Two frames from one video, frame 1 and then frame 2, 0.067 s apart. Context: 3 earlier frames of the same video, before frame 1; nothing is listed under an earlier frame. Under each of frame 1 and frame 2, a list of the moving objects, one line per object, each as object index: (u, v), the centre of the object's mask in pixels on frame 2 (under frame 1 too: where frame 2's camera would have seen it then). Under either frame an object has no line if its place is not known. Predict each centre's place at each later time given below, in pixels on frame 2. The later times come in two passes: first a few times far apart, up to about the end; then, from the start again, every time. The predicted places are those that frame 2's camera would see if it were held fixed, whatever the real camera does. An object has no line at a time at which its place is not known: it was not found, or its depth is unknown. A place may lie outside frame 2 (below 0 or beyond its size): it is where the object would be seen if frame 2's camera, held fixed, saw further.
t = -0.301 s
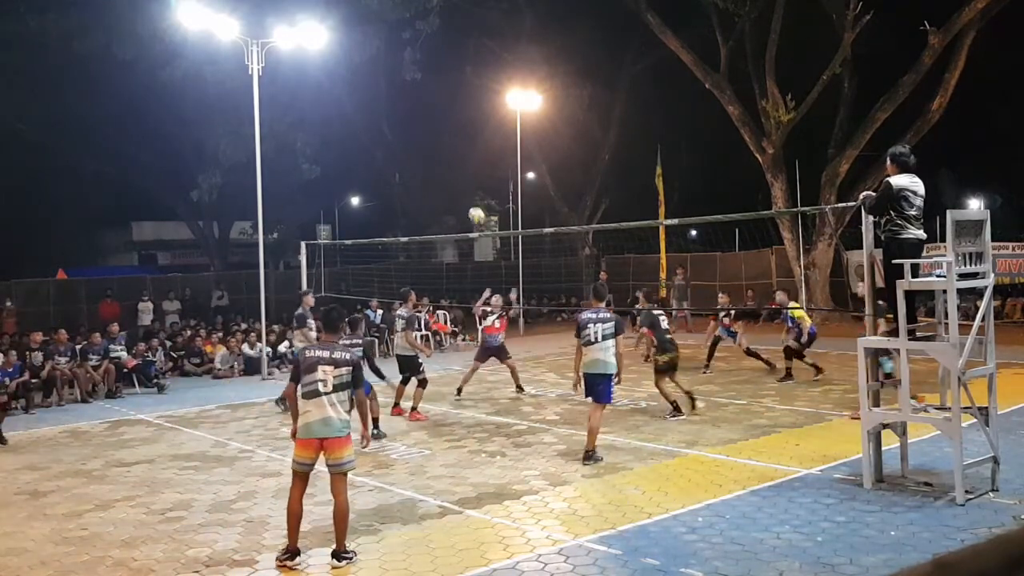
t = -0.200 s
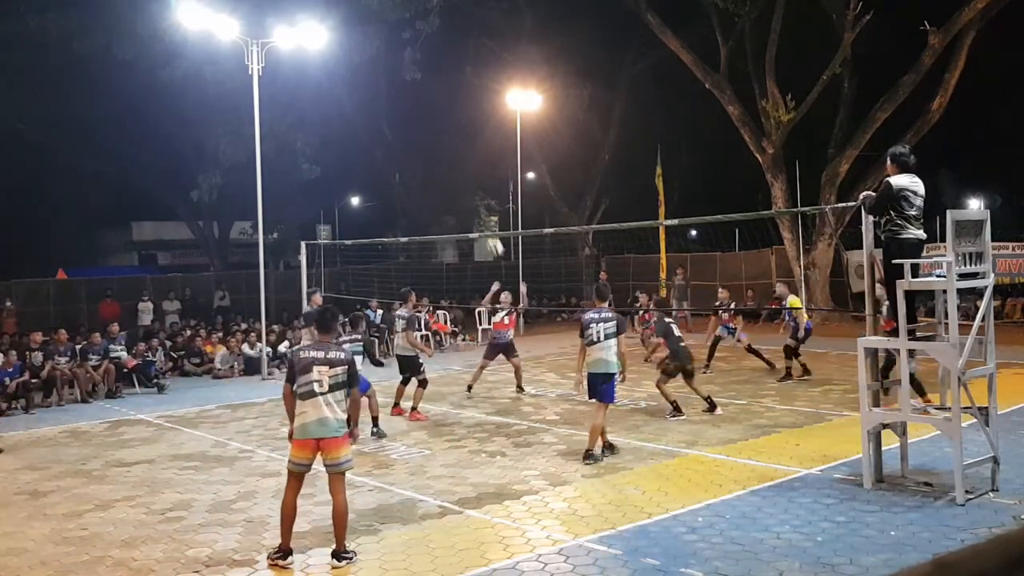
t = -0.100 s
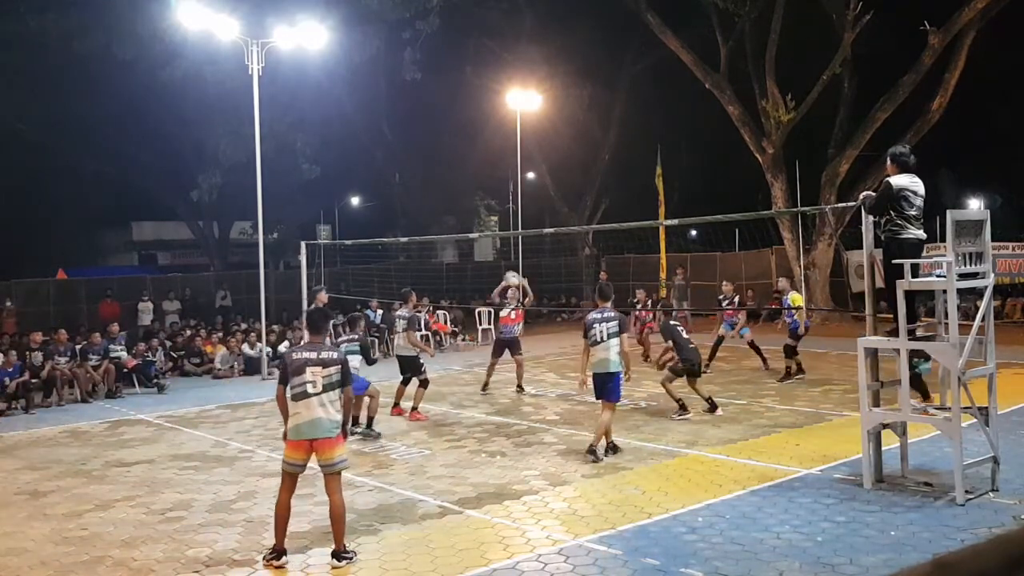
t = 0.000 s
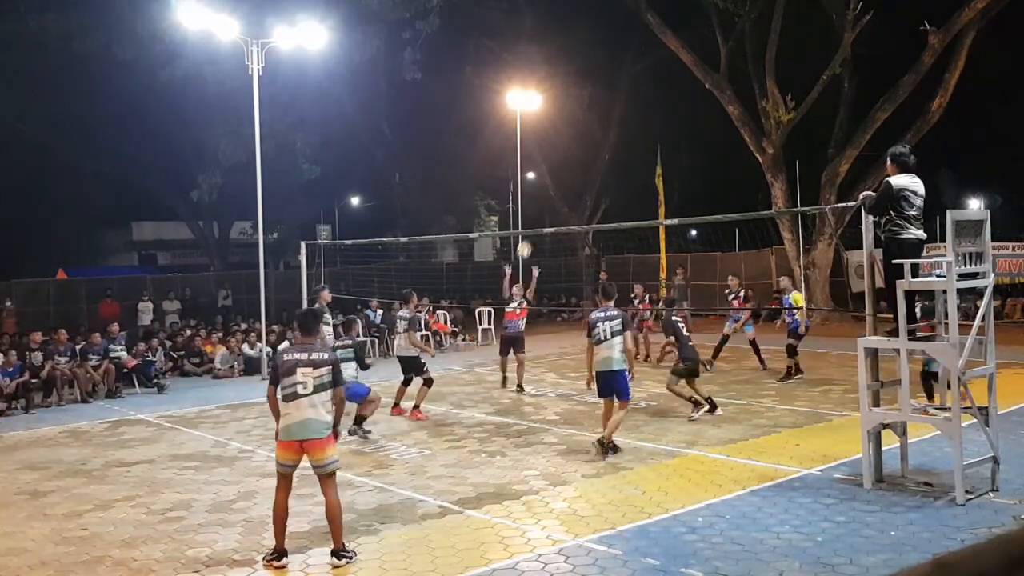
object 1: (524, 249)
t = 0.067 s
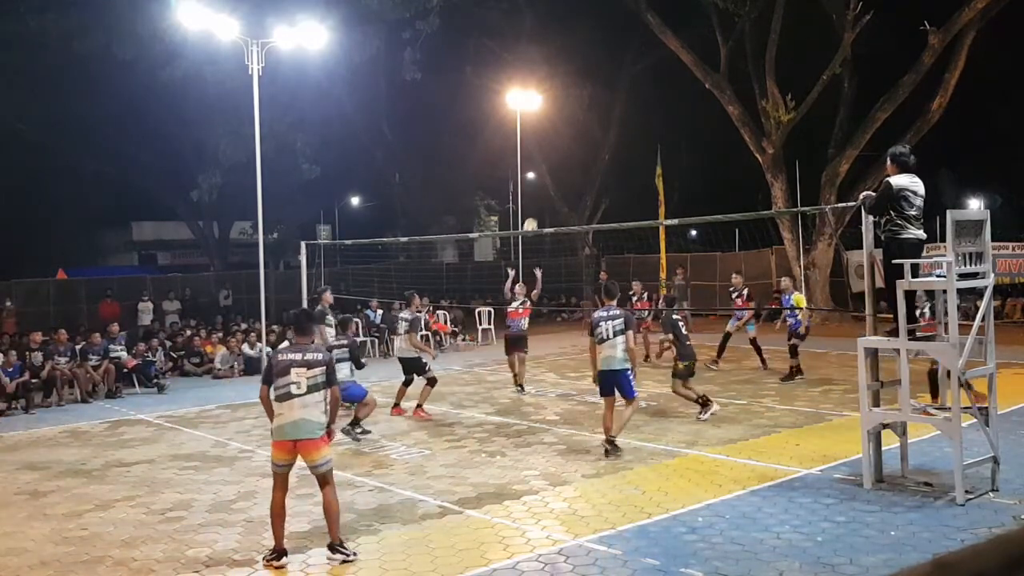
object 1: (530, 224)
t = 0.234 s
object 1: (547, 182)
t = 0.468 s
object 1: (571, 150)
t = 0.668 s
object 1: (595, 151)
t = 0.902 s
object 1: (624, 190)
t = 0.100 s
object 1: (533, 217)
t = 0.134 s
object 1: (536, 207)
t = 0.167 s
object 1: (540, 198)
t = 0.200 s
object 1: (543, 190)
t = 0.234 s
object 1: (547, 182)
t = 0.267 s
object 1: (550, 175)
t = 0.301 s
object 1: (553, 170)
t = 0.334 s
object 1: (557, 164)
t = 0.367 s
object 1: (560, 159)
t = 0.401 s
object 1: (564, 155)
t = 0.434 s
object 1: (567, 152)
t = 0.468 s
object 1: (571, 150)
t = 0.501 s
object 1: (575, 148)
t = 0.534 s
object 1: (579, 147)
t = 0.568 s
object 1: (583, 147)
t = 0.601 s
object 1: (587, 148)
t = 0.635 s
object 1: (591, 149)
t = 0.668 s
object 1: (595, 151)
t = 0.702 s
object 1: (599, 154)
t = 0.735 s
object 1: (603, 158)
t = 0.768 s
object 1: (607, 163)
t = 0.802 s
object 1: (611, 169)
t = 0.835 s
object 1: (616, 175)
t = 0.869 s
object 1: (620, 182)
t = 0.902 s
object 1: (624, 190)
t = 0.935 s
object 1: (629, 200)
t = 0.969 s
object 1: (633, 209)
